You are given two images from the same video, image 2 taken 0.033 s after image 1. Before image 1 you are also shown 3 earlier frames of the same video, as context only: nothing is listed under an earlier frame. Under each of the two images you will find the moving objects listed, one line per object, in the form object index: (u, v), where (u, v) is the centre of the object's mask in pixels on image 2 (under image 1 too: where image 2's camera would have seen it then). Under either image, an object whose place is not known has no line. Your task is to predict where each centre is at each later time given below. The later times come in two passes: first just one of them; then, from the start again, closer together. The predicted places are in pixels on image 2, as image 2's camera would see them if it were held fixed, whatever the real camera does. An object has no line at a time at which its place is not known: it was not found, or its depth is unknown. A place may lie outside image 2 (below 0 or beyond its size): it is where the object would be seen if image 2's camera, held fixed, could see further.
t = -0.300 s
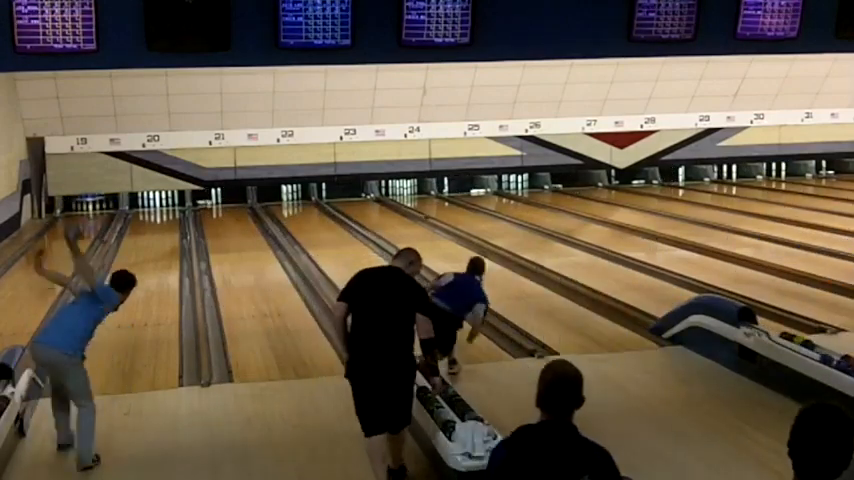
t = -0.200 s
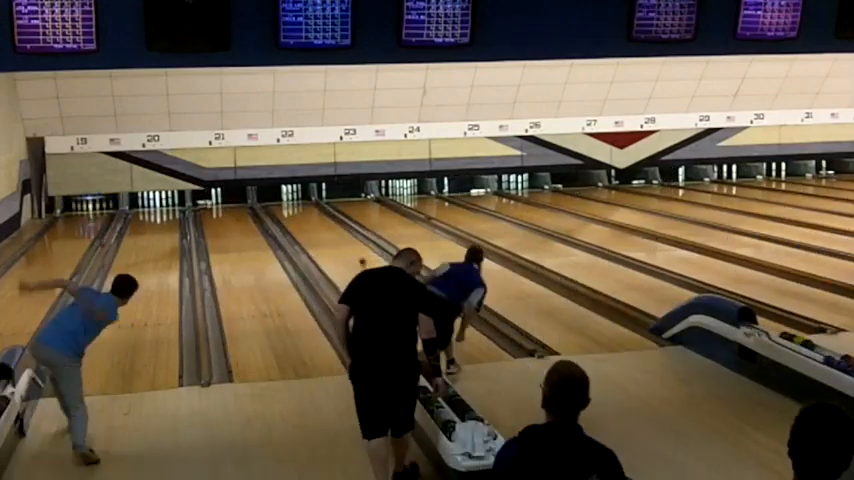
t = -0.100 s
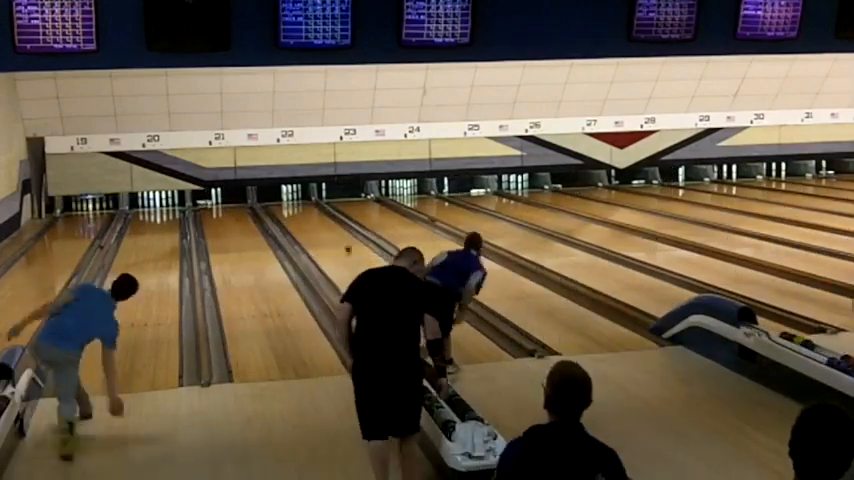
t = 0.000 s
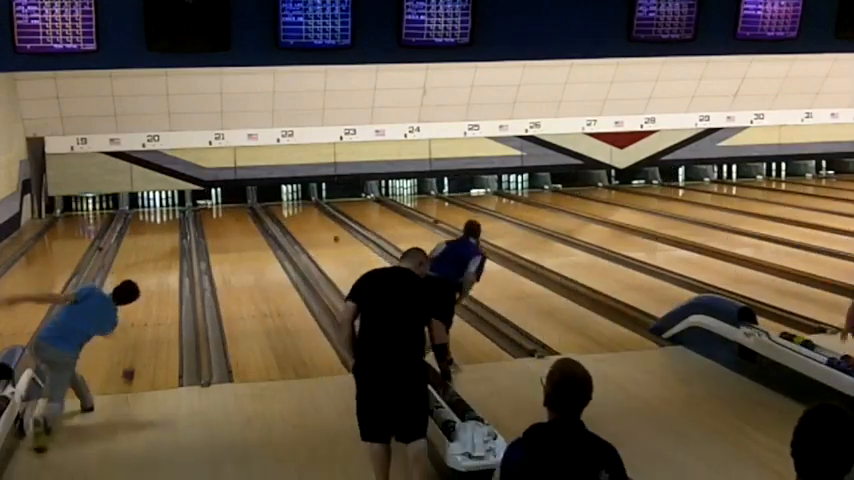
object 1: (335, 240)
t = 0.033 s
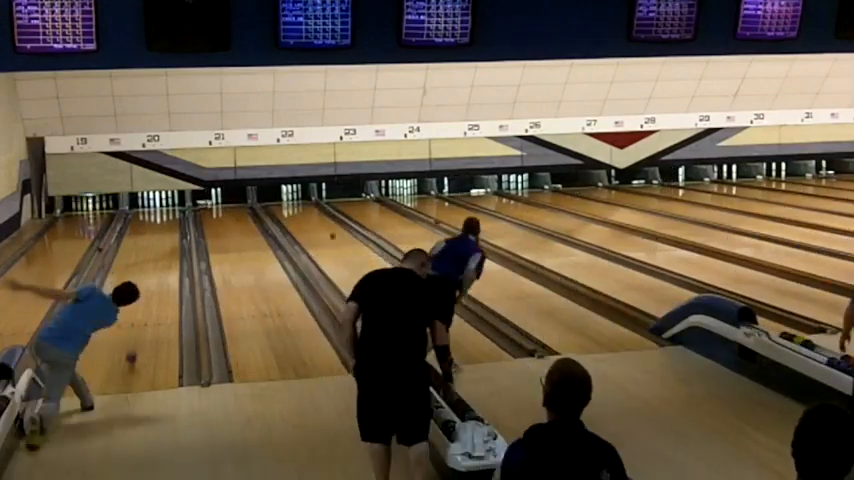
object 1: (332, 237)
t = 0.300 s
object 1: (307, 216)
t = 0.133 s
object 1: (322, 228)
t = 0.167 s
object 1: (318, 226)
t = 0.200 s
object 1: (315, 223)
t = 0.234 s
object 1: (312, 221)
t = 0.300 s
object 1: (307, 216)
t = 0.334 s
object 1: (305, 214)
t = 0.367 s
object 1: (304, 214)
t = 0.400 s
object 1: (300, 209)
